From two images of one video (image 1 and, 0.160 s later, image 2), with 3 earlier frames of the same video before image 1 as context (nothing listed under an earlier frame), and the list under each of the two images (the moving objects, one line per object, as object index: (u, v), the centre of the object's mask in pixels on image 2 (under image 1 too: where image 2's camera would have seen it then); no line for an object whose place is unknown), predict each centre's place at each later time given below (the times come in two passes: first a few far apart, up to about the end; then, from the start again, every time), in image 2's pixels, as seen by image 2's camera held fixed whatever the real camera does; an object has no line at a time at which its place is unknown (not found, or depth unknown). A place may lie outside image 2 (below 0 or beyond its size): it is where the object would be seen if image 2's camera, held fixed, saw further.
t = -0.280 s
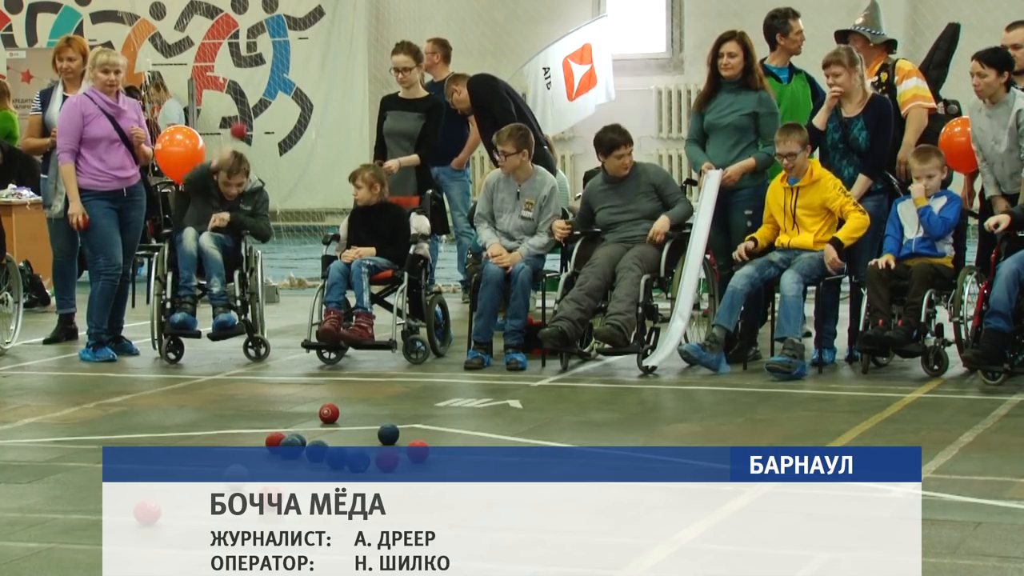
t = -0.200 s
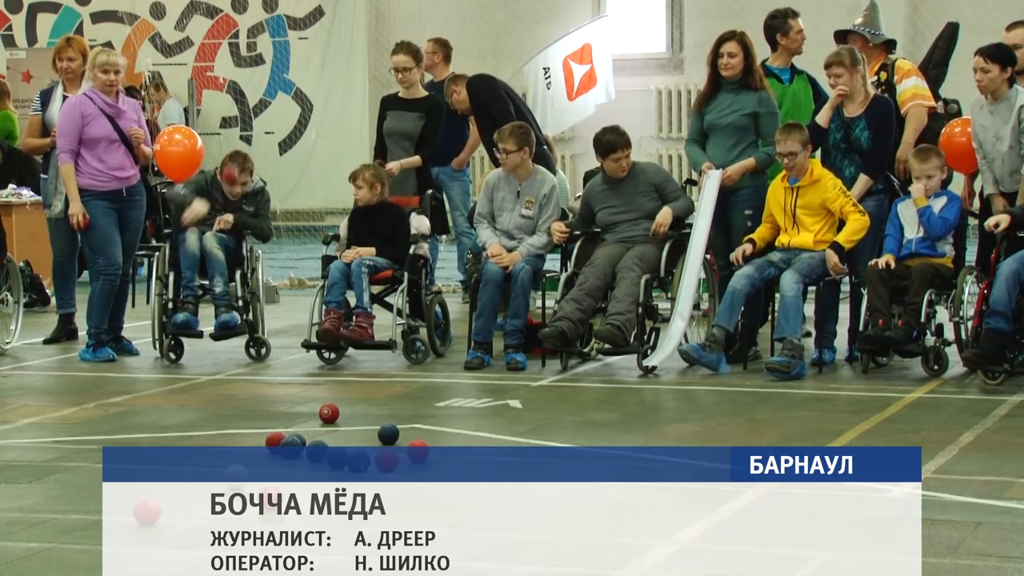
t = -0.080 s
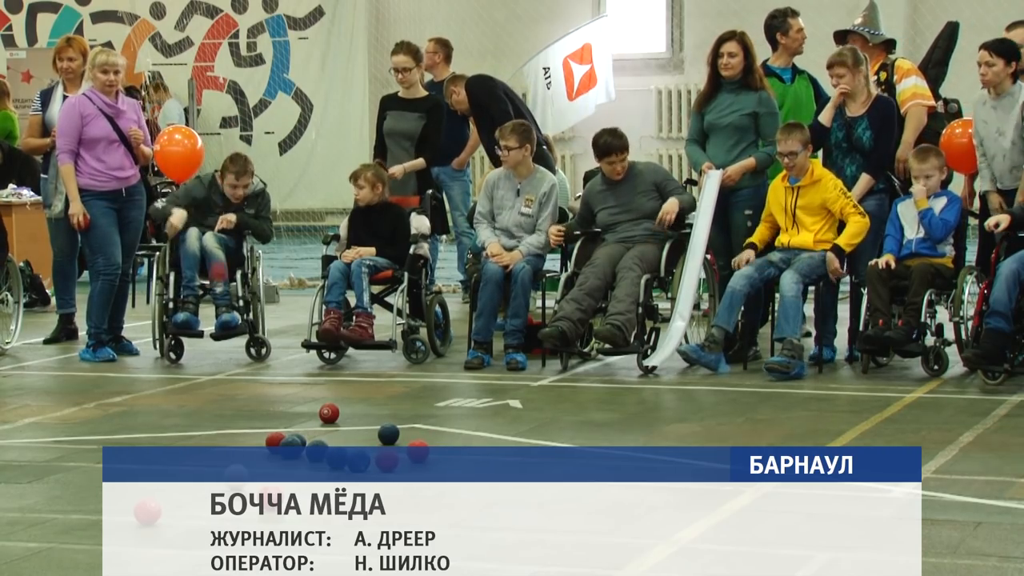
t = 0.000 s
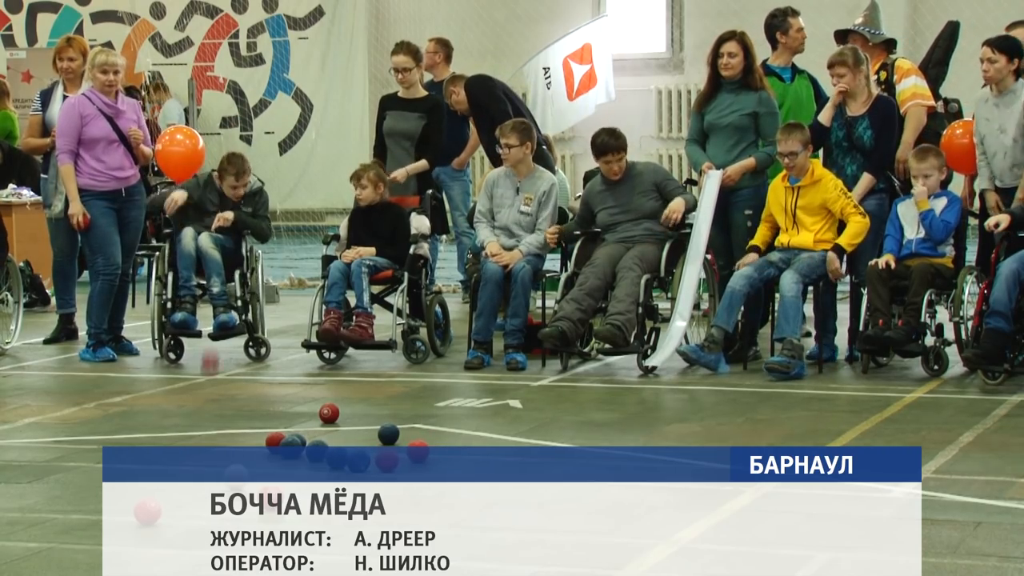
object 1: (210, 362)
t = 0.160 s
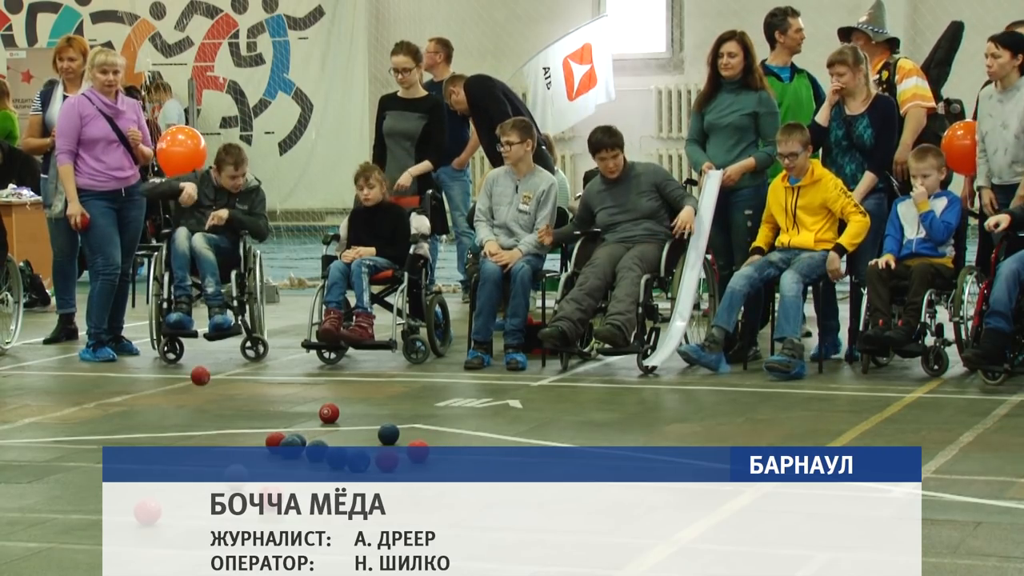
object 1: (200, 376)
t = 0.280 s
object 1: (195, 389)
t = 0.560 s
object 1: (186, 424)
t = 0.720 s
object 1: (183, 433)
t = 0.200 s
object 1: (198, 376)
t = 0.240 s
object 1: (196, 381)
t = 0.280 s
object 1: (195, 389)
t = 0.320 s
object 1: (193, 400)
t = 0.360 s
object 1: (191, 415)
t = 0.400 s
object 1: (190, 415)
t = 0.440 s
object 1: (189, 418)
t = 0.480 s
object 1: (188, 420)
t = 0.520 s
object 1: (187, 422)
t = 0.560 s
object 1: (186, 424)
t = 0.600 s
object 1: (185, 426)
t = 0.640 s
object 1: (184, 429)
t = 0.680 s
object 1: (183, 430)
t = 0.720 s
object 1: (183, 433)
